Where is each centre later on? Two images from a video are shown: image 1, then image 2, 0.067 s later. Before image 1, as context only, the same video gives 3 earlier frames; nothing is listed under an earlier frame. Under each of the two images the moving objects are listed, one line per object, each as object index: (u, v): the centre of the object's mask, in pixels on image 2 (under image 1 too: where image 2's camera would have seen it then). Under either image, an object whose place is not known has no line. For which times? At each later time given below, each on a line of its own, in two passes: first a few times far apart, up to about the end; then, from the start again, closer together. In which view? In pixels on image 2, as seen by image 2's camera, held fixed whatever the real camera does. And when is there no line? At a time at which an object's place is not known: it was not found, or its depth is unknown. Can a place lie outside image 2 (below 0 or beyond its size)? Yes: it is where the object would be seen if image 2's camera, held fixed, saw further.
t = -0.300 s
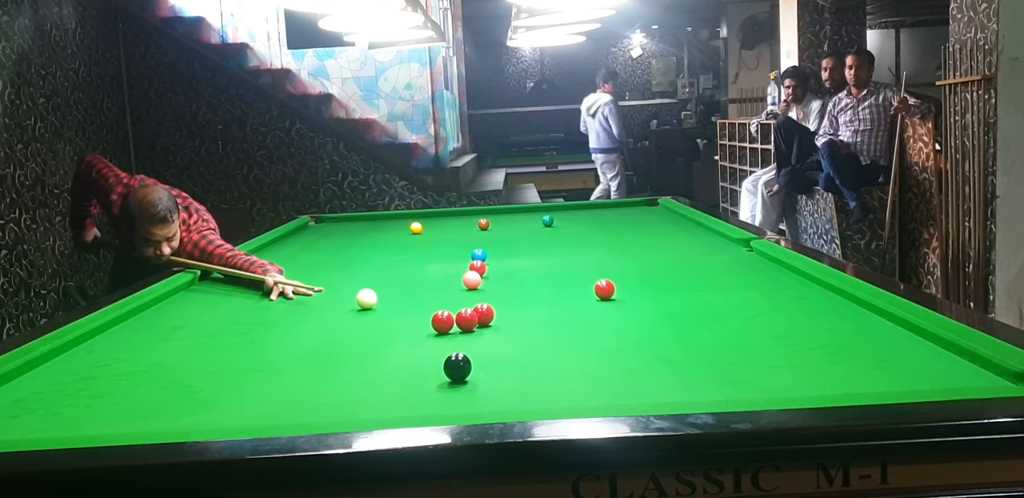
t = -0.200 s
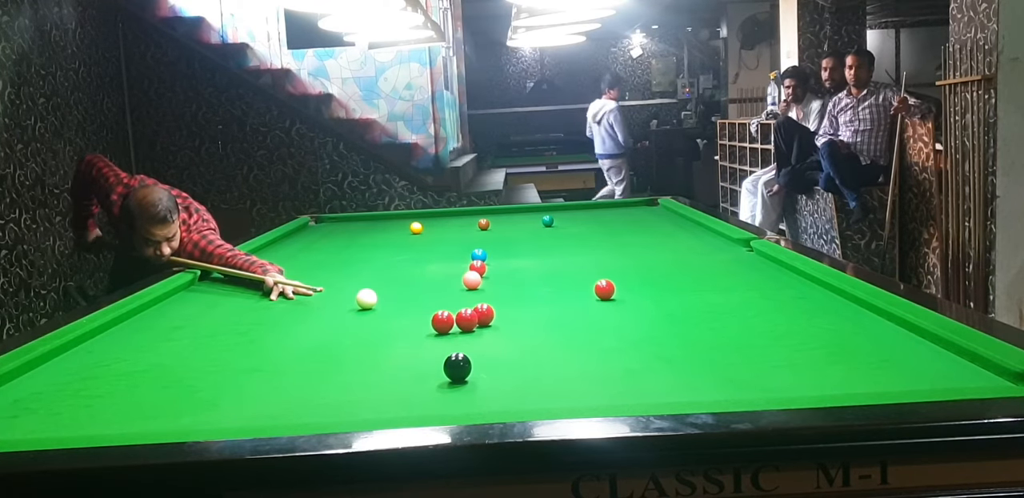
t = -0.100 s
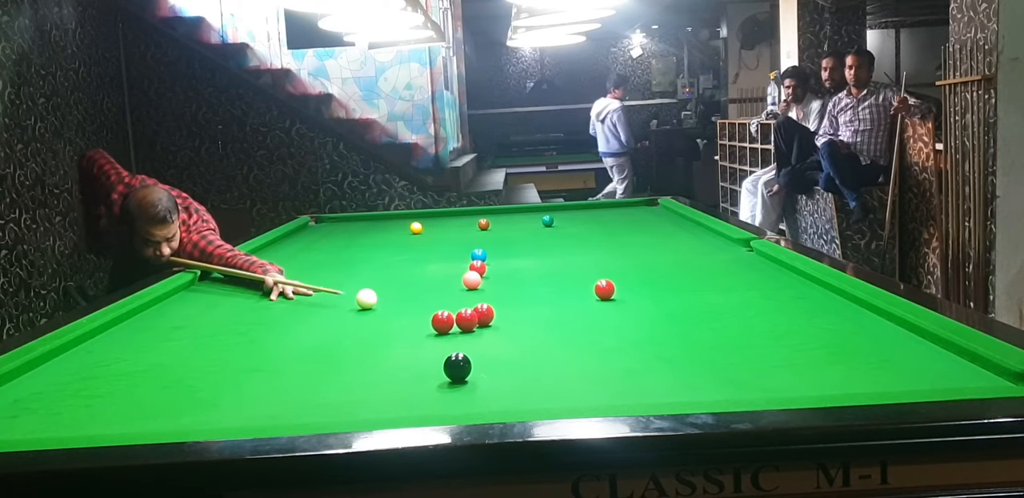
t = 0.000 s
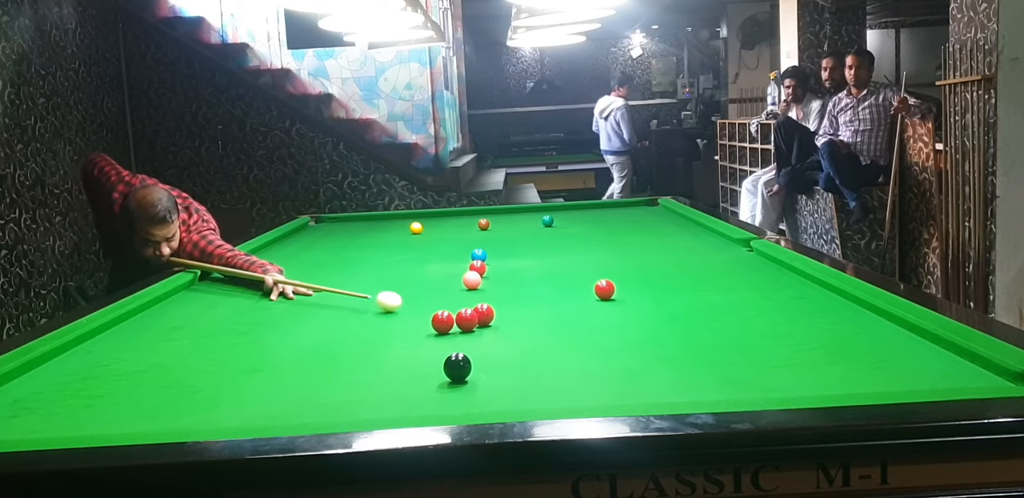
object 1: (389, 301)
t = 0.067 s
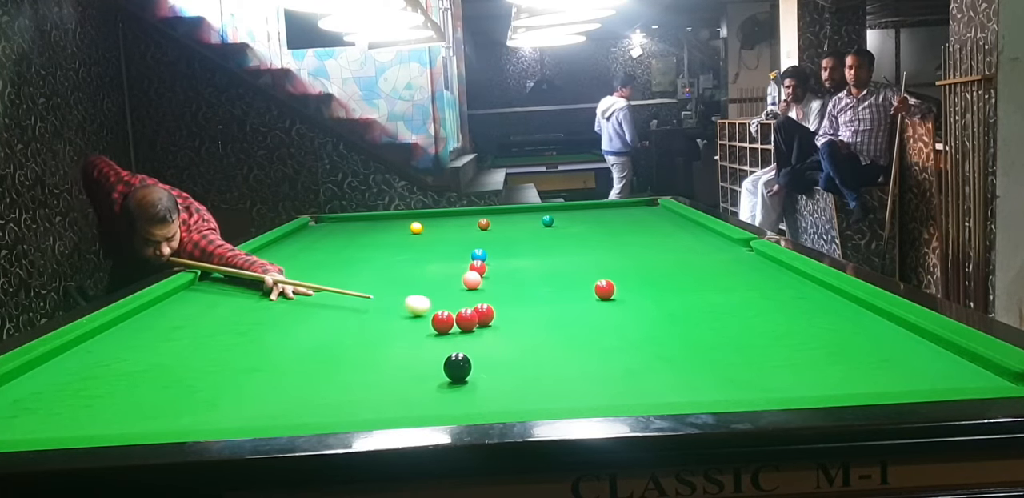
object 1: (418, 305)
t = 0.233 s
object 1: (469, 306)
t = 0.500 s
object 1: (494, 317)
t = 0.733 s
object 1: (519, 321)
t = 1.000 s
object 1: (547, 325)
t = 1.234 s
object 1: (569, 329)
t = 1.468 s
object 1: (591, 332)
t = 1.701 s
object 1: (612, 336)
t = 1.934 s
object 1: (630, 339)
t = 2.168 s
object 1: (646, 342)
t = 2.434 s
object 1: (664, 345)
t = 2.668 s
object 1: (675, 347)
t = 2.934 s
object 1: (685, 349)
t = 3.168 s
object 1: (690, 350)
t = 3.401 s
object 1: (693, 350)
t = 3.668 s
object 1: (692, 350)
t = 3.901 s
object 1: (692, 350)
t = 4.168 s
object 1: (692, 350)
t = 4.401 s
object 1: (693, 350)
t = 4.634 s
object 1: (693, 350)
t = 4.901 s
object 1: (693, 350)
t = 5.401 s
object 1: (692, 350)
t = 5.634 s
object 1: (693, 350)
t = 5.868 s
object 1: (692, 350)
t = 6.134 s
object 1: (693, 350)
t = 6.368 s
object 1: (693, 350)
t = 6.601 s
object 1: (693, 350)
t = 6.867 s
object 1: (692, 350)
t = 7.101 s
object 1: (692, 350)
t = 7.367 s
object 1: (693, 350)
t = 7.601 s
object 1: (692, 350)
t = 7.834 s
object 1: (692, 350)
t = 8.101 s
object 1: (692, 350)
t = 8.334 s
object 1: (692, 350)
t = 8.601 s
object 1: (692, 350)
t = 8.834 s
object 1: (692, 350)
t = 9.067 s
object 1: (692, 350)
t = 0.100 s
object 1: (431, 306)
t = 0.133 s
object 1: (446, 305)
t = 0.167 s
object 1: (459, 306)
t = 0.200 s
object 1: (468, 306)
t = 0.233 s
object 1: (469, 306)
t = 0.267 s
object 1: (472, 307)
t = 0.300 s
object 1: (476, 310)
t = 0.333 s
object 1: (479, 312)
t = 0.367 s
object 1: (482, 313)
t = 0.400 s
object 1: (485, 315)
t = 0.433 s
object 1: (487, 316)
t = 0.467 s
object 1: (490, 316)
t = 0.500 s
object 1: (494, 317)
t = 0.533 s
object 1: (498, 317)
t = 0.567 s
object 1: (501, 318)
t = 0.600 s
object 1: (505, 318)
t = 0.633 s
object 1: (508, 319)
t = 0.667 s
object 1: (512, 320)
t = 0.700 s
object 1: (516, 320)
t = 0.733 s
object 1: (519, 321)
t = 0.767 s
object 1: (522, 321)
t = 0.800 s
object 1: (526, 322)
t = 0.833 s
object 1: (529, 322)
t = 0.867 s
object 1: (533, 323)
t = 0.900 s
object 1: (536, 323)
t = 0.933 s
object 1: (540, 324)
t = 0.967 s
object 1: (543, 325)
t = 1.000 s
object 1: (547, 325)
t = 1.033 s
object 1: (550, 326)
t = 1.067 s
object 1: (553, 326)
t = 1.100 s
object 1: (556, 327)
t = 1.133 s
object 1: (560, 327)
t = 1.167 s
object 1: (563, 328)
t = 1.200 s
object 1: (567, 328)
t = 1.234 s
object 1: (569, 329)
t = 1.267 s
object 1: (573, 330)
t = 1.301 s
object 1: (576, 330)
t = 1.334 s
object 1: (579, 331)
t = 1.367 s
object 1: (582, 331)
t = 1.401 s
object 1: (585, 332)
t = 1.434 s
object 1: (588, 332)
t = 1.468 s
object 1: (591, 332)
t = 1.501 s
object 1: (595, 333)
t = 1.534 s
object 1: (597, 333)
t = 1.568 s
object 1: (600, 334)
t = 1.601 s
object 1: (603, 335)
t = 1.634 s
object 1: (606, 335)
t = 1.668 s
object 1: (609, 336)
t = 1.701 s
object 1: (612, 336)
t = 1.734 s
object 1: (614, 337)
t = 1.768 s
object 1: (617, 337)
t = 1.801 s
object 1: (620, 338)
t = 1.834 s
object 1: (622, 338)
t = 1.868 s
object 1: (625, 338)
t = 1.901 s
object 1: (628, 339)
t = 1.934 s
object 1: (630, 339)
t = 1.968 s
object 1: (632, 339)
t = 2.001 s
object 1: (635, 340)
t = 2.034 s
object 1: (637, 341)
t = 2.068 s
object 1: (639, 341)
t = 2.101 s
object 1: (641, 341)
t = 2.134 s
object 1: (644, 342)
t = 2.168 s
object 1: (646, 342)
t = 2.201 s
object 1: (648, 342)
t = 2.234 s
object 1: (653, 343)
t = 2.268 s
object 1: (654, 344)
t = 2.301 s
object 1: (656, 344)
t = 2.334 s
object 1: (659, 344)
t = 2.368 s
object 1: (660, 345)
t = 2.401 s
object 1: (662, 345)
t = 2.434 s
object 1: (664, 345)
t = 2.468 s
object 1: (666, 345)
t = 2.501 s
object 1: (667, 346)
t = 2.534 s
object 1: (669, 346)
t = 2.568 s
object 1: (670, 347)
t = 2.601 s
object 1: (672, 347)
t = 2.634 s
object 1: (673, 347)
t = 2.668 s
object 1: (675, 347)
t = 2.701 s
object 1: (676, 348)
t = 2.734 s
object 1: (678, 348)
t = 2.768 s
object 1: (679, 348)
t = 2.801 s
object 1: (680, 348)
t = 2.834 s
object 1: (681, 348)
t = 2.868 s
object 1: (682, 349)
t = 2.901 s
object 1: (684, 349)
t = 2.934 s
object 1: (685, 349)
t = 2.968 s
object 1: (685, 349)
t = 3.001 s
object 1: (686, 349)
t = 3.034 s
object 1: (687, 349)
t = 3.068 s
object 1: (688, 350)
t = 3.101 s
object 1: (689, 350)
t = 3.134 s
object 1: (689, 350)
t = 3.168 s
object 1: (690, 350)
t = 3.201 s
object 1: (691, 350)
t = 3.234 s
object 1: (691, 350)
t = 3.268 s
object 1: (692, 350)
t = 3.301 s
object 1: (692, 350)
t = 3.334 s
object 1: (692, 350)
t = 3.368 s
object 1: (692, 350)
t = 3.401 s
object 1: (693, 350)
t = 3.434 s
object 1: (693, 350)
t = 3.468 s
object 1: (693, 350)
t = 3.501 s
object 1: (693, 350)
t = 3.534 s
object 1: (693, 350)
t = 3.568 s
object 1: (693, 350)
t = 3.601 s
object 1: (693, 350)
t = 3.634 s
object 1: (693, 350)
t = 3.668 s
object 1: (692, 350)
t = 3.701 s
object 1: (692, 350)
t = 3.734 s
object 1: (692, 350)
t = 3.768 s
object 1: (693, 350)
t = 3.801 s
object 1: (692, 350)
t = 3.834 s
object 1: (693, 350)
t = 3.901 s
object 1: (692, 350)
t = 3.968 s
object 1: (692, 350)
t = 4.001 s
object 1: (692, 350)
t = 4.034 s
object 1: (692, 350)
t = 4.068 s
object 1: (692, 350)
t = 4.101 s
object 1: (692, 350)
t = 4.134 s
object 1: (692, 350)
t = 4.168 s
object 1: (692, 350)
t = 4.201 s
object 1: (692, 350)
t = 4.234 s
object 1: (692, 350)
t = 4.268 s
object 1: (692, 350)
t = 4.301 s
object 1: (693, 350)
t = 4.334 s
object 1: (692, 350)
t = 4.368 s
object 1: (693, 350)
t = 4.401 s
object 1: (693, 350)
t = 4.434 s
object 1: (692, 350)
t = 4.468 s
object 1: (692, 350)
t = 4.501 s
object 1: (692, 350)
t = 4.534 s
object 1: (693, 350)
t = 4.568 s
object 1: (693, 350)
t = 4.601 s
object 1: (693, 350)
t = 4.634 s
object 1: (693, 350)
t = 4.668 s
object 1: (693, 350)
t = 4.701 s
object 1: (693, 350)
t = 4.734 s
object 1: (693, 350)
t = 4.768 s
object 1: (693, 350)
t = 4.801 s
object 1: (693, 350)
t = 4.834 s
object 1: (693, 350)
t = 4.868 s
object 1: (692, 351)
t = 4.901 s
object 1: (693, 350)
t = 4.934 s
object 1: (692, 350)
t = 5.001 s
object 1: (695, 350)
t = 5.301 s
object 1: (692, 349)
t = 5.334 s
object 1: (692, 350)
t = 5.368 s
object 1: (692, 350)
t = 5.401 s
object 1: (692, 350)
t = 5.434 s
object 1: (692, 350)
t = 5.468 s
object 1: (693, 350)
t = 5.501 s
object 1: (693, 350)
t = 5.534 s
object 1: (693, 350)
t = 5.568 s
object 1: (693, 350)
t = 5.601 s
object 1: (693, 350)
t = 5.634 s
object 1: (693, 350)
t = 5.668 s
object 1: (693, 350)
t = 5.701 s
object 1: (693, 350)
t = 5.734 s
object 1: (693, 350)
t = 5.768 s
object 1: (693, 350)
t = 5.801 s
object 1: (693, 350)
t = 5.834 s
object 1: (693, 350)
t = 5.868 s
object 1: (692, 350)
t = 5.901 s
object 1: (693, 350)
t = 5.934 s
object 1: (693, 350)
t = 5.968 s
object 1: (693, 350)
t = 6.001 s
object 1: (693, 350)
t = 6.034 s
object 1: (693, 350)
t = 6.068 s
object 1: (693, 350)
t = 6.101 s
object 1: (693, 350)
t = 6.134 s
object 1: (693, 350)
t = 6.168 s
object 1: (693, 350)
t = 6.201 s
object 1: (693, 350)
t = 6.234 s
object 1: (693, 350)
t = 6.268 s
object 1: (693, 350)
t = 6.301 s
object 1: (693, 350)
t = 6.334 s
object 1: (693, 350)
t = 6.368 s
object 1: (693, 350)
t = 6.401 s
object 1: (693, 350)
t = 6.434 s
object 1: (693, 350)
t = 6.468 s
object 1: (693, 350)
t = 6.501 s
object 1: (693, 350)
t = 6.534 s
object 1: (693, 350)
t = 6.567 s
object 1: (693, 350)
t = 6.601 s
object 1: (693, 350)
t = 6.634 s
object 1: (693, 350)
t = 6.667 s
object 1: (693, 350)
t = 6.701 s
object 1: (692, 350)
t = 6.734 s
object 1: (693, 350)
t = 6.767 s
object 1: (692, 350)
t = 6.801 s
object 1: (693, 350)
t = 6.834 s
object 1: (693, 350)
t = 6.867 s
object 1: (692, 350)
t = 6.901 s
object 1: (692, 350)
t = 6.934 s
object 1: (692, 350)
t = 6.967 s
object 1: (693, 350)
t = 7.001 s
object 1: (692, 350)
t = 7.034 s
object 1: (692, 350)
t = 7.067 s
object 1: (692, 350)
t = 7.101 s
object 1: (692, 350)
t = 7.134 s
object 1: (692, 350)
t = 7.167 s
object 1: (692, 350)
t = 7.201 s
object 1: (692, 350)
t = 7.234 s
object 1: (693, 350)
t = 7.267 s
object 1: (692, 350)
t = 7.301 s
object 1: (692, 350)
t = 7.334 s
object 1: (692, 350)
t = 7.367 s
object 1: (693, 350)
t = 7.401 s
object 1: (693, 350)
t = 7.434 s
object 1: (693, 350)
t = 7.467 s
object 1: (693, 350)
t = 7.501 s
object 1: (693, 350)
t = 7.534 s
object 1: (693, 350)
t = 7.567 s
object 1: (692, 350)
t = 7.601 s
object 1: (692, 350)
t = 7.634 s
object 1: (692, 350)
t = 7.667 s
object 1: (692, 350)
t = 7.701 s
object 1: (692, 350)
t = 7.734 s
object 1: (692, 350)
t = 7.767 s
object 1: (692, 350)
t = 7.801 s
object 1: (692, 350)
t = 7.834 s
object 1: (692, 350)
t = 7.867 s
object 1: (693, 350)
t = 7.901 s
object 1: (692, 350)
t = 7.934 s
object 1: (692, 350)
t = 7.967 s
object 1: (692, 350)
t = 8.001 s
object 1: (692, 350)
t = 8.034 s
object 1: (692, 350)
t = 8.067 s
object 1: (692, 350)
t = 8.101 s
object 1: (692, 350)
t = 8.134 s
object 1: (692, 350)
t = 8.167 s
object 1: (692, 350)
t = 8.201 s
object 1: (692, 350)
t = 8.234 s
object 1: (692, 350)
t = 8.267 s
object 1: (692, 350)
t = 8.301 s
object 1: (692, 350)
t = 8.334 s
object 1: (692, 350)
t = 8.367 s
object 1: (692, 350)
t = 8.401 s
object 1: (692, 350)
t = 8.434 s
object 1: (692, 350)
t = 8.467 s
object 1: (692, 350)
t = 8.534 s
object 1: (692, 350)
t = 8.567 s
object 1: (692, 350)
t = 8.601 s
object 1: (692, 350)
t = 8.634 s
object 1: (692, 350)
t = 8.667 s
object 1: (692, 350)
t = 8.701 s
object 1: (692, 350)
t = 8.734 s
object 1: (692, 350)
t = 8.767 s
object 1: (692, 350)
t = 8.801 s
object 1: (692, 350)
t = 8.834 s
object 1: (692, 350)
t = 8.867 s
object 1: (692, 350)
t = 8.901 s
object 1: (692, 350)
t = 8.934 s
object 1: (692, 350)
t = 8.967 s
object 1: (692, 350)
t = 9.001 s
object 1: (692, 350)
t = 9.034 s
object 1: (692, 350)
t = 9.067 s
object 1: (692, 350)
